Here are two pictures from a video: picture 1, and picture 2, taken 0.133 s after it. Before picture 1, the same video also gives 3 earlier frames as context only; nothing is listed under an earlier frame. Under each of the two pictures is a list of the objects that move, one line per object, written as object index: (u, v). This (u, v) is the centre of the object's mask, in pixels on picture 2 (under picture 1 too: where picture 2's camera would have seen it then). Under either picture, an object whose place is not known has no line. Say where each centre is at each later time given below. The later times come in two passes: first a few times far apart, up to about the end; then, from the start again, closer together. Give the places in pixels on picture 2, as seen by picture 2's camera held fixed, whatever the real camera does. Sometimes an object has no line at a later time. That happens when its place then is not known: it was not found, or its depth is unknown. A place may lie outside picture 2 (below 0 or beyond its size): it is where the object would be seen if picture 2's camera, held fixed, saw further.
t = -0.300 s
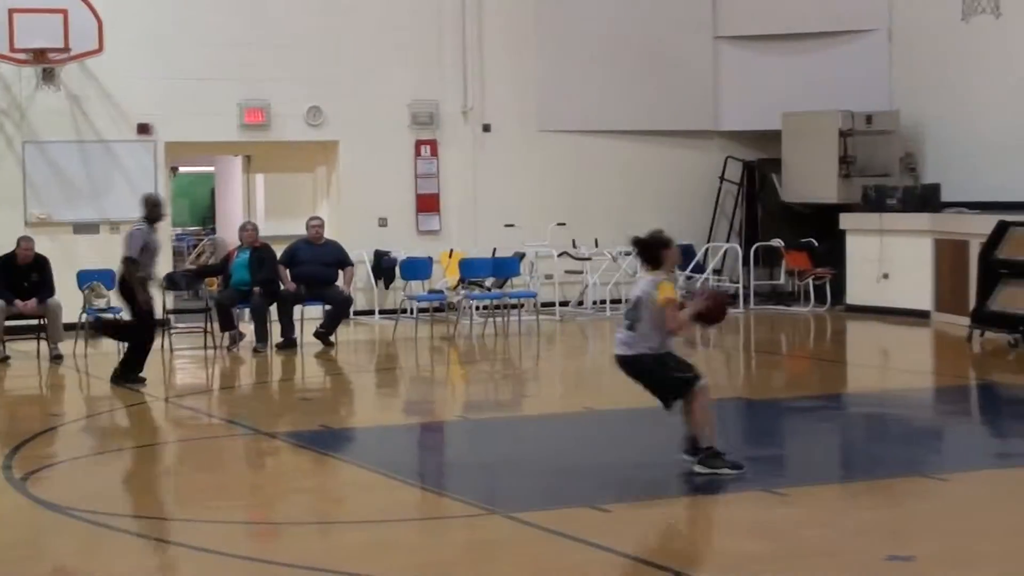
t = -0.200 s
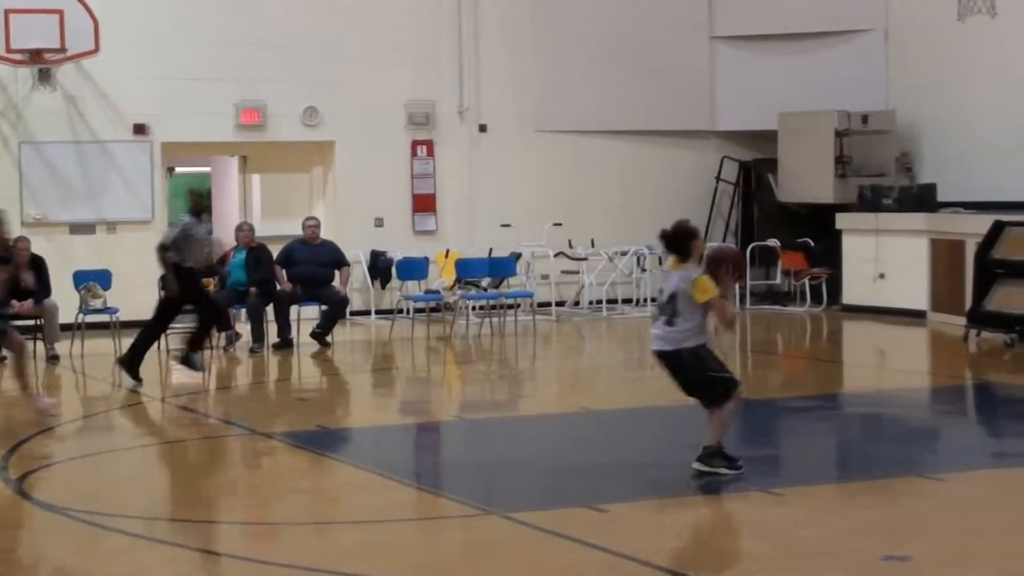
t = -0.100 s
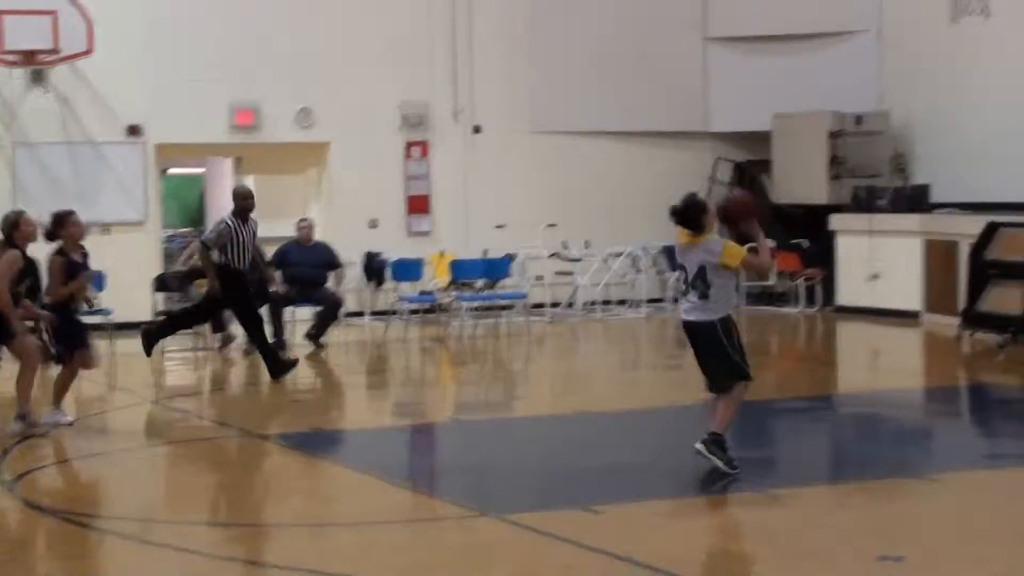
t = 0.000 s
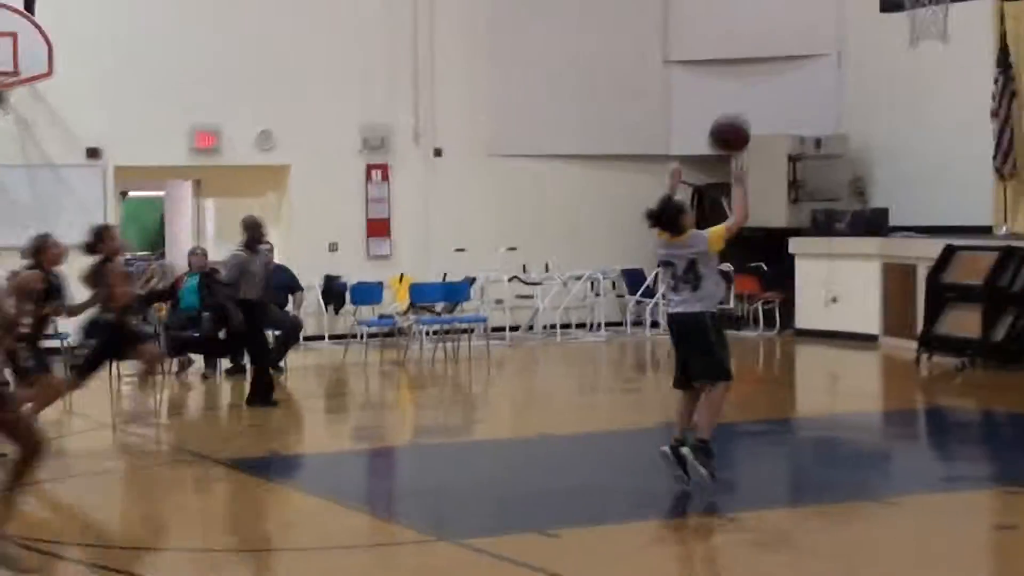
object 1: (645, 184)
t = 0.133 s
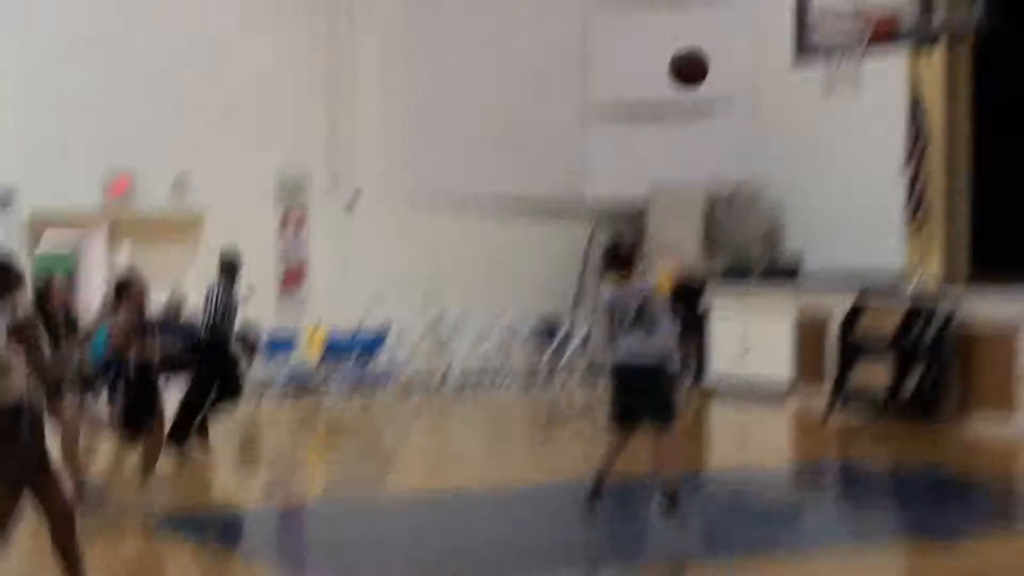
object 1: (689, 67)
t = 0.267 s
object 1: (732, -17)
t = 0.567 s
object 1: (815, -82)
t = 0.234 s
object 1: (723, -1)
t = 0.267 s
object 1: (732, -17)
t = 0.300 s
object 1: (743, -32)
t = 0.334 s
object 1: (752, -45)
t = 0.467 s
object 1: (786, -77)
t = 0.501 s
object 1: (795, -80)
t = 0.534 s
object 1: (805, -81)
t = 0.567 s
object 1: (815, -82)
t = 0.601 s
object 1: (824, -81)
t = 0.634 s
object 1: (834, -75)
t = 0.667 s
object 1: (843, -69)
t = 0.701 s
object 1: (852, -62)
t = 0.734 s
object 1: (861, -52)
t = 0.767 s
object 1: (871, -42)
